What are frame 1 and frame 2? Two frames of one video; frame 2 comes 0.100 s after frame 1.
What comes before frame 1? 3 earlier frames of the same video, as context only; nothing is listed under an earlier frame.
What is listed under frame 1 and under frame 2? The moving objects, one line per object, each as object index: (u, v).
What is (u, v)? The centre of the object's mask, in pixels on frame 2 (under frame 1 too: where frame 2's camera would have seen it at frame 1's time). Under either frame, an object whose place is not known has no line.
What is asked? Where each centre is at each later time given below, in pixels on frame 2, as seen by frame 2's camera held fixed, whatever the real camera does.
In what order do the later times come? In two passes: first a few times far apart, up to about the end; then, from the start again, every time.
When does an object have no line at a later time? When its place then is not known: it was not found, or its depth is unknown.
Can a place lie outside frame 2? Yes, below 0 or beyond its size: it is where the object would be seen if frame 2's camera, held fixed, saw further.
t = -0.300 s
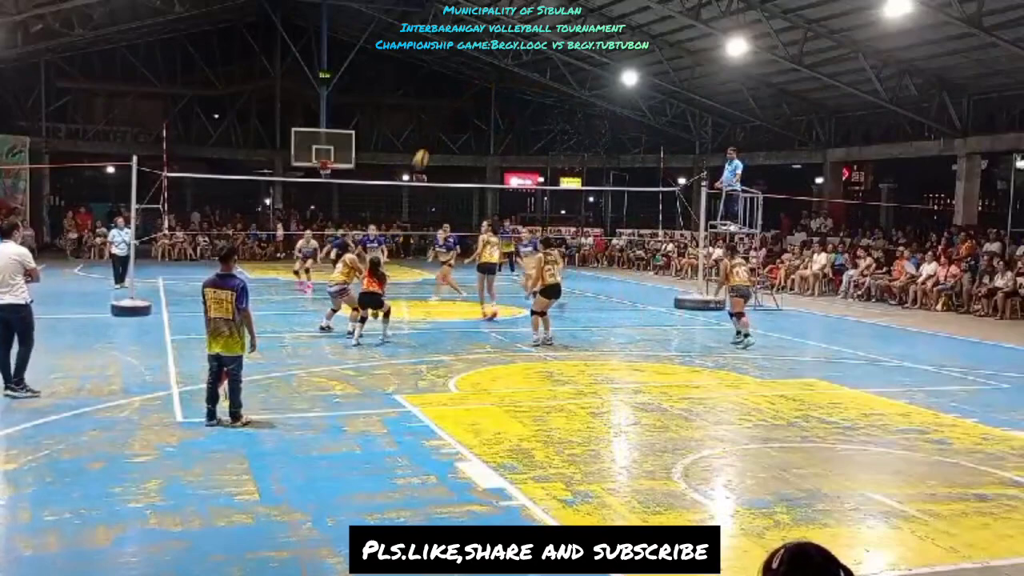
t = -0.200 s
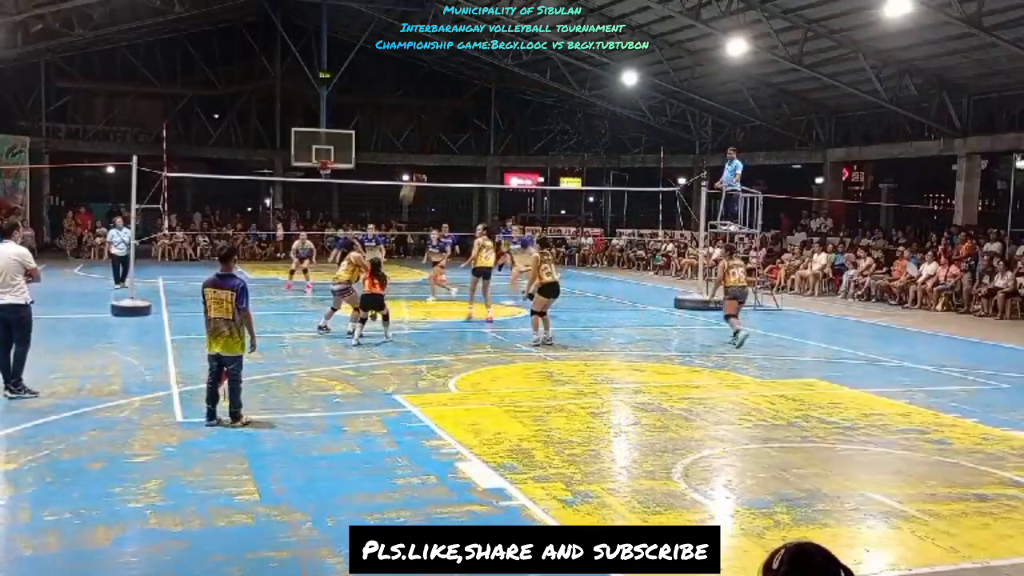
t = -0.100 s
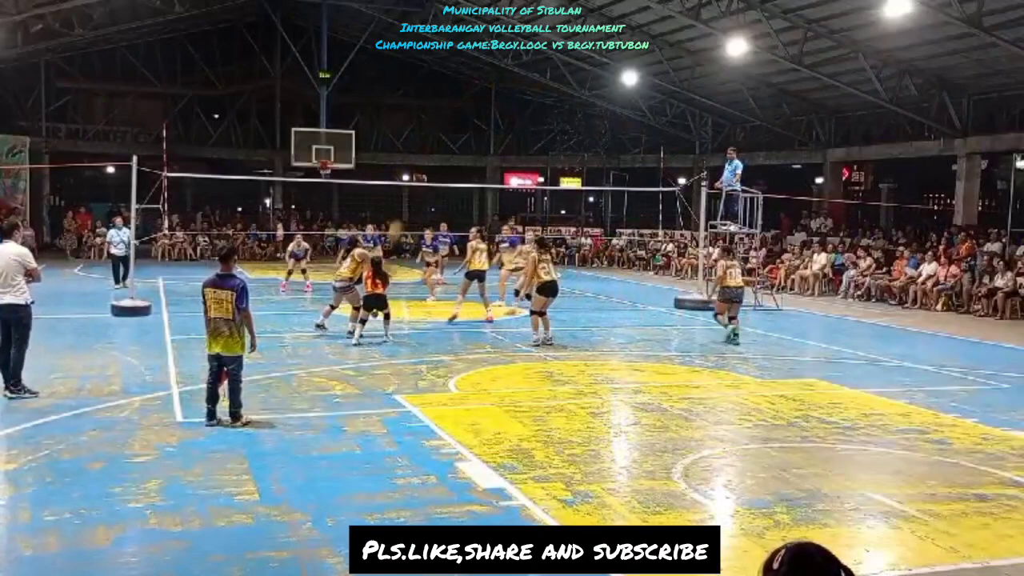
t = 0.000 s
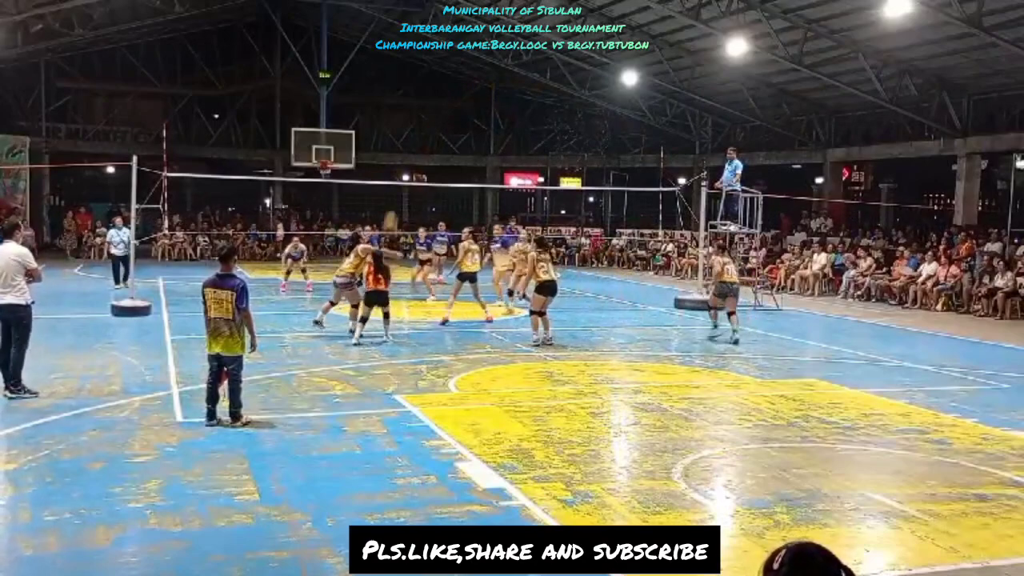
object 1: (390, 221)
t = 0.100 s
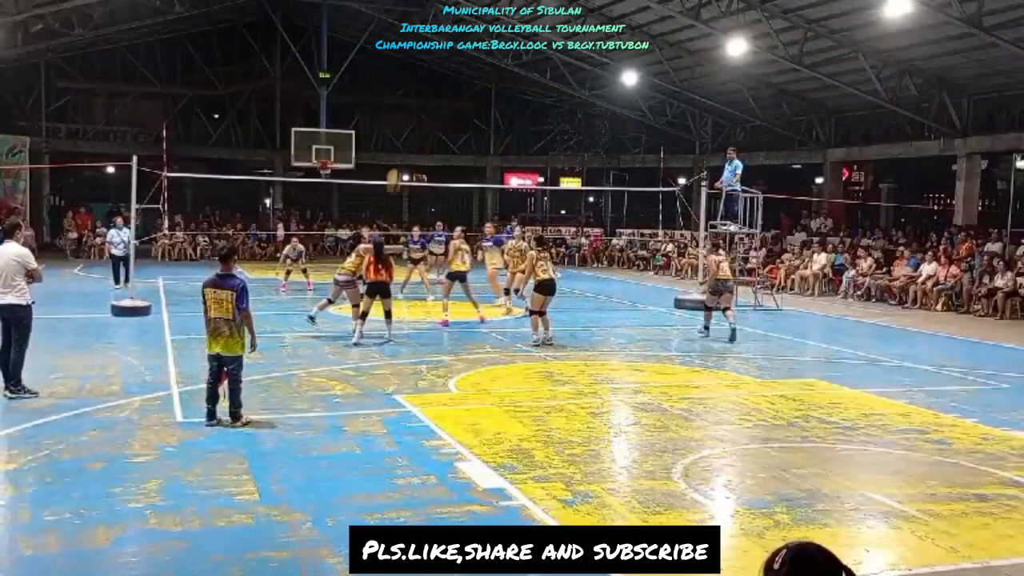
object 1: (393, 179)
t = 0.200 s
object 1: (396, 143)
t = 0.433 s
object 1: (402, 88)
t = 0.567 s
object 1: (405, 73)
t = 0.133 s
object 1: (394, 168)
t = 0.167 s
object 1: (395, 154)
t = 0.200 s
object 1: (396, 143)
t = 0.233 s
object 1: (397, 134)
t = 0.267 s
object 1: (398, 125)
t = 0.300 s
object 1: (398, 115)
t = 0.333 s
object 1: (400, 107)
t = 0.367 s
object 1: (400, 99)
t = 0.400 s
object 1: (401, 93)
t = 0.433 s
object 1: (402, 88)
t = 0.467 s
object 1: (403, 83)
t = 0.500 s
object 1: (403, 79)
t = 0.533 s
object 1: (404, 76)
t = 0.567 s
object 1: (405, 73)
